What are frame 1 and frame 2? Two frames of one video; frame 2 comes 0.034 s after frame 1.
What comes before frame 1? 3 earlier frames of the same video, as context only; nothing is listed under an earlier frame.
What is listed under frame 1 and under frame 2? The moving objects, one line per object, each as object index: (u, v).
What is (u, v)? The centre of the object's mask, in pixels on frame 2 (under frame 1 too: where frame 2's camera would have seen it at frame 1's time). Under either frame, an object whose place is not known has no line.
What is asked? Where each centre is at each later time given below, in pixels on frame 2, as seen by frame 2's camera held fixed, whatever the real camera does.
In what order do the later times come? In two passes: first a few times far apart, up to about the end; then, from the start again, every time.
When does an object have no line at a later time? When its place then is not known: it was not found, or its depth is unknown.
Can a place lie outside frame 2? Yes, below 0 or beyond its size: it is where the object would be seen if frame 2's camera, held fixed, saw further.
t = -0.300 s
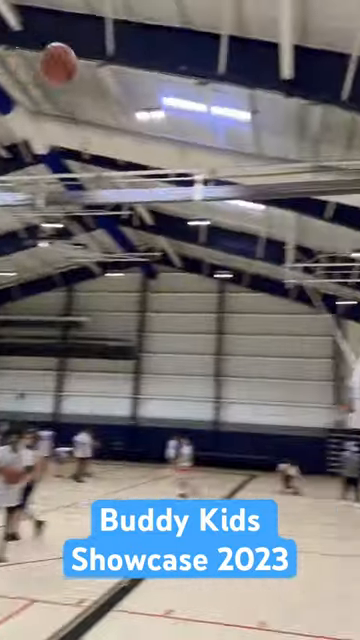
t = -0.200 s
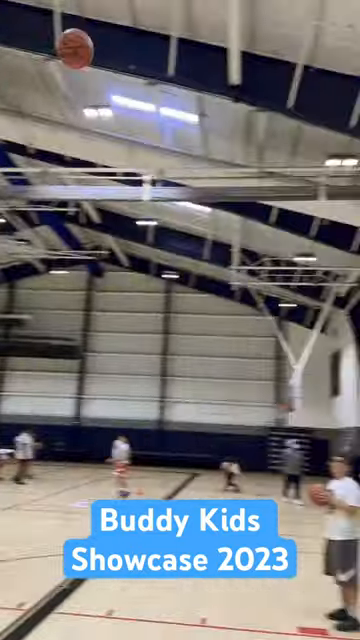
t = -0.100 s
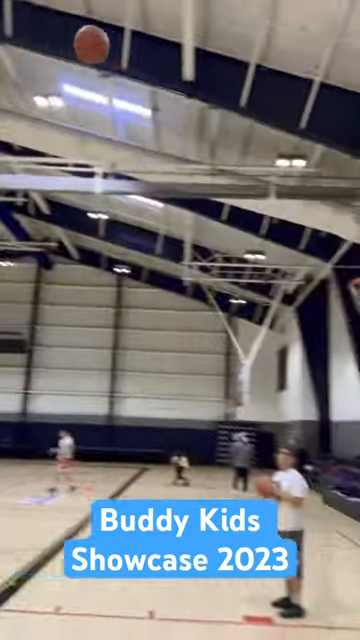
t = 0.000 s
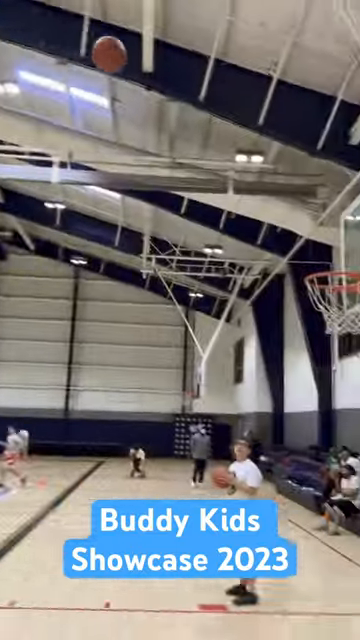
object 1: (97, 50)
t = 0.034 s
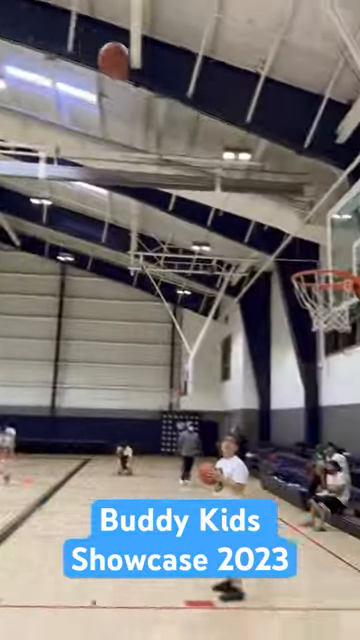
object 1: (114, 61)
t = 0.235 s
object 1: (212, 142)
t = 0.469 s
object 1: (307, 270)
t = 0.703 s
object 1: (352, 261)
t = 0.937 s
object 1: (351, 278)
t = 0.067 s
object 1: (132, 71)
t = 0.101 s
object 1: (149, 83)
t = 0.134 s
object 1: (165, 96)
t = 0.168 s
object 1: (181, 110)
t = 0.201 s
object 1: (196, 125)
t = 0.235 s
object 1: (212, 142)
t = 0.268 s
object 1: (226, 158)
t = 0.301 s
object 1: (242, 176)
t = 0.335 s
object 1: (254, 192)
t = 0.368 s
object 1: (270, 213)
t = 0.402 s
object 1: (282, 232)
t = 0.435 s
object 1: (296, 253)
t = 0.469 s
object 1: (307, 270)
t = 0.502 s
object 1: (318, 269)
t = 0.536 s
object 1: (332, 261)
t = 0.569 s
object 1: (345, 261)
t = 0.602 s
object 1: (358, 266)
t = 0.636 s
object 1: (363, 267)
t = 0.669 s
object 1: (359, 264)
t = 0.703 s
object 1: (352, 261)
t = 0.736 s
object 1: (342, 262)
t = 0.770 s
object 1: (336, 263)
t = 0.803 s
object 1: (332, 268)
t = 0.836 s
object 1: (333, 272)
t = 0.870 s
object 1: (342, 273)
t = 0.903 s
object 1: (348, 277)
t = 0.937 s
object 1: (351, 278)
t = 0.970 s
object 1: (353, 279)
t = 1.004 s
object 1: (358, 282)
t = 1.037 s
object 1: (360, 286)
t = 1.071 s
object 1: (357, 292)
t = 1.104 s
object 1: (354, 297)
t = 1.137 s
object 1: (348, 306)
